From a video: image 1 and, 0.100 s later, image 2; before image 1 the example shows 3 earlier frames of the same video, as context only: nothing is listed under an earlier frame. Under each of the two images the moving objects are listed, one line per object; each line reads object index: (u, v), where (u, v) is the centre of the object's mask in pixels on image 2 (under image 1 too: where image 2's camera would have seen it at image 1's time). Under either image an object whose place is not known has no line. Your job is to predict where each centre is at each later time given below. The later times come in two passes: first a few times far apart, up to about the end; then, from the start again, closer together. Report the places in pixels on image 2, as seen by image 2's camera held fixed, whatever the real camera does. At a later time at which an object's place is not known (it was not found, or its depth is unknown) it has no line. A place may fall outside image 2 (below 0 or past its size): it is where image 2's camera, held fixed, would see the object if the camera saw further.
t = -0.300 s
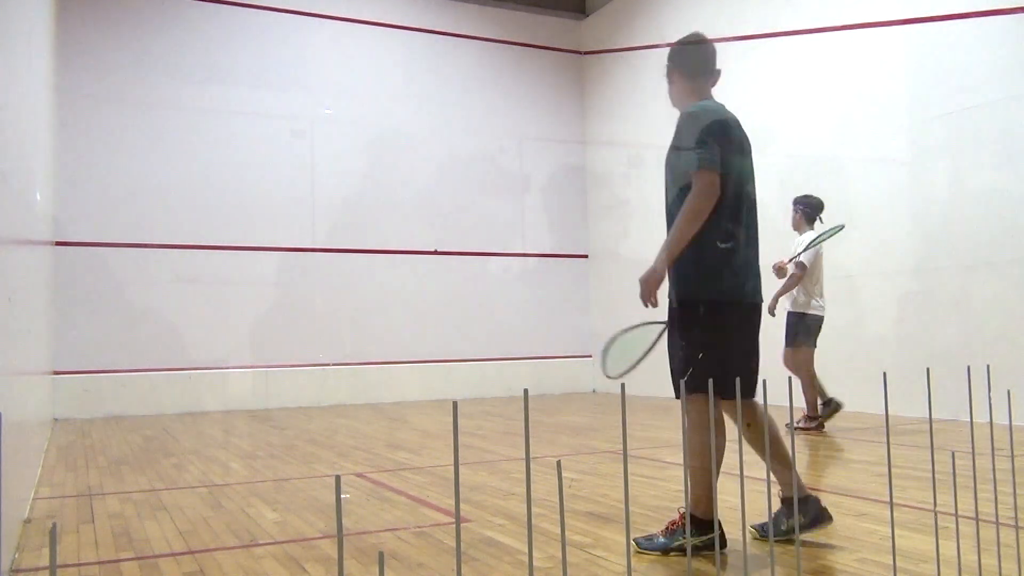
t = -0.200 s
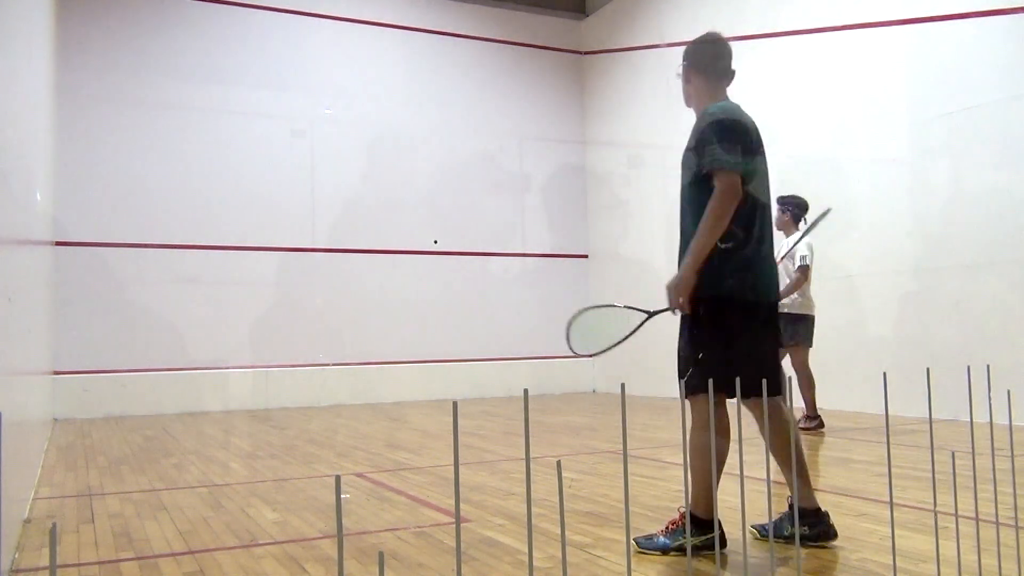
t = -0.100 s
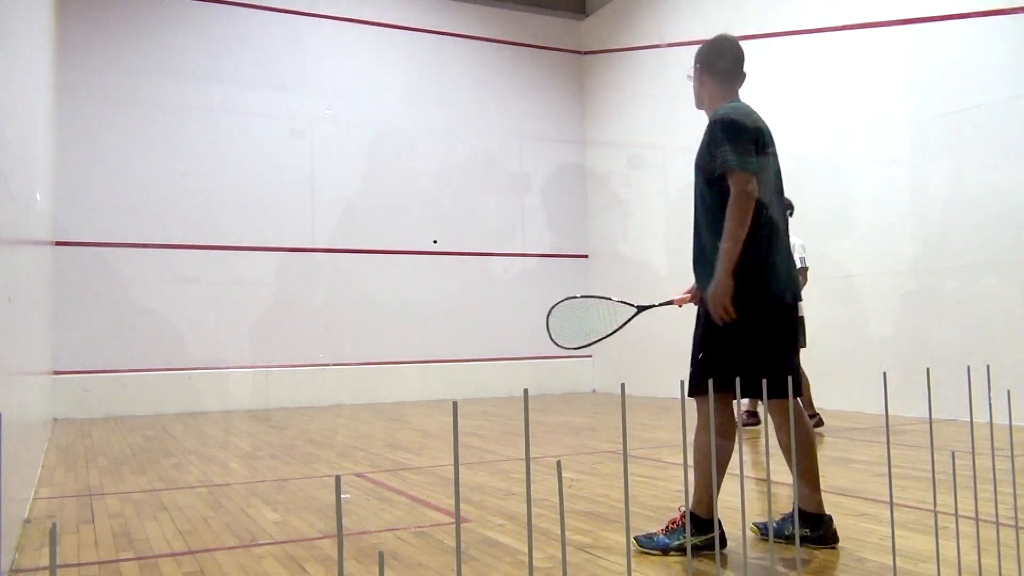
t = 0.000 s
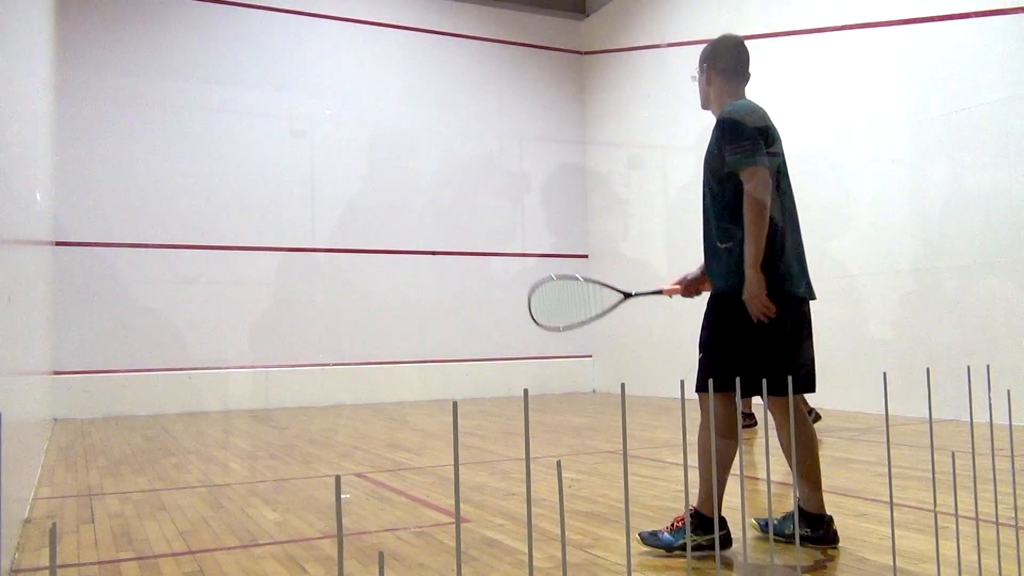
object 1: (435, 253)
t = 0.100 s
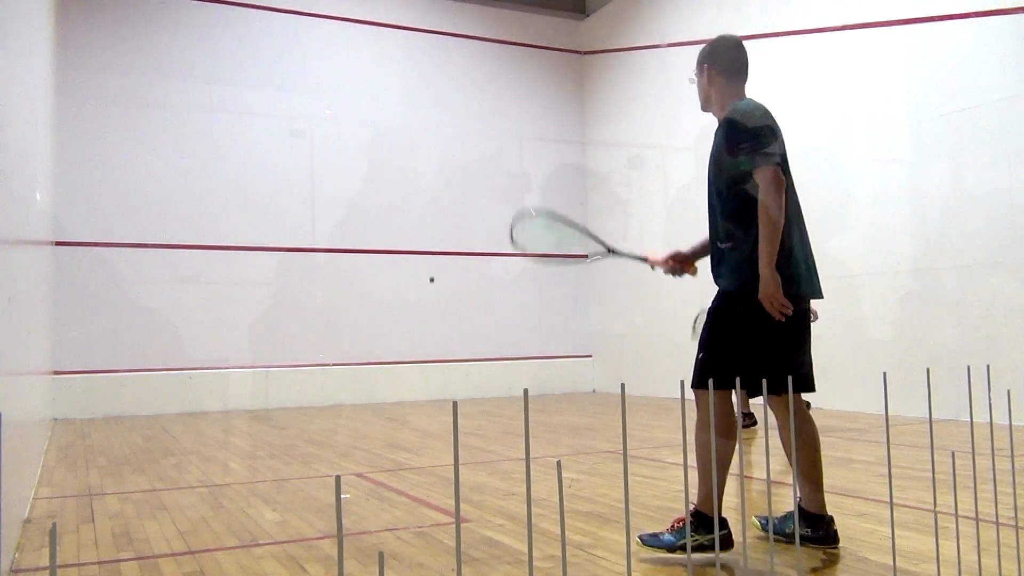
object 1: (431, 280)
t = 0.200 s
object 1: (428, 330)
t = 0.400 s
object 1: (417, 461)
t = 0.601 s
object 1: (408, 385)
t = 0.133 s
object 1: (430, 294)
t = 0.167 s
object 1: (429, 310)
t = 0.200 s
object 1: (428, 330)
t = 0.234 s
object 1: (427, 353)
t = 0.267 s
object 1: (425, 383)
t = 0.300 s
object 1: (423, 417)
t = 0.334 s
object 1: (420, 457)
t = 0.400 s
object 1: (417, 461)
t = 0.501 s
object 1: (413, 415)
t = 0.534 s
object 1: (411, 403)
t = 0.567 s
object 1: (410, 393)
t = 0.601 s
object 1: (408, 385)
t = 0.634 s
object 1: (407, 380)
